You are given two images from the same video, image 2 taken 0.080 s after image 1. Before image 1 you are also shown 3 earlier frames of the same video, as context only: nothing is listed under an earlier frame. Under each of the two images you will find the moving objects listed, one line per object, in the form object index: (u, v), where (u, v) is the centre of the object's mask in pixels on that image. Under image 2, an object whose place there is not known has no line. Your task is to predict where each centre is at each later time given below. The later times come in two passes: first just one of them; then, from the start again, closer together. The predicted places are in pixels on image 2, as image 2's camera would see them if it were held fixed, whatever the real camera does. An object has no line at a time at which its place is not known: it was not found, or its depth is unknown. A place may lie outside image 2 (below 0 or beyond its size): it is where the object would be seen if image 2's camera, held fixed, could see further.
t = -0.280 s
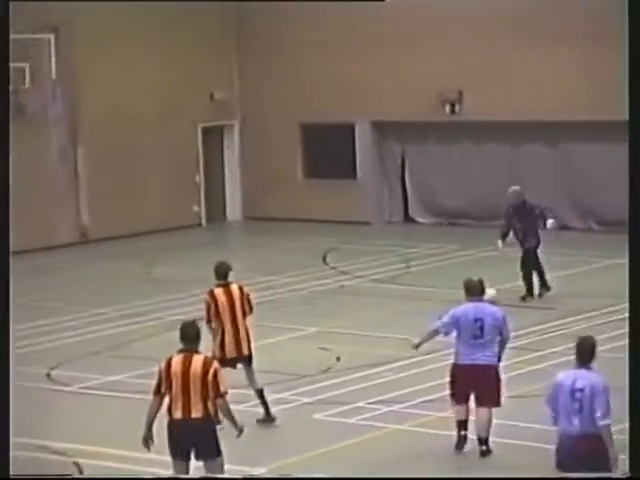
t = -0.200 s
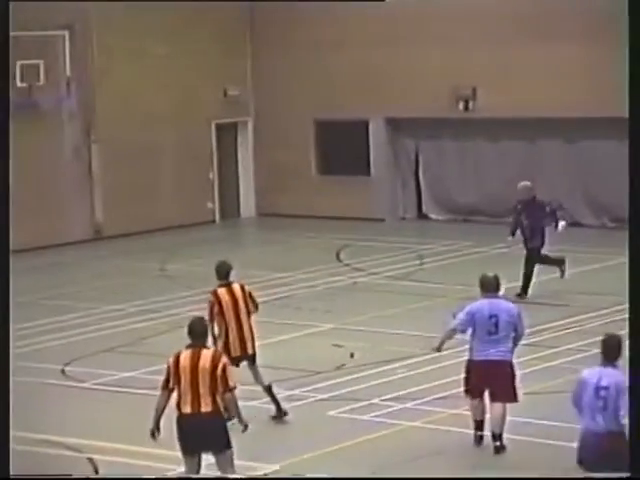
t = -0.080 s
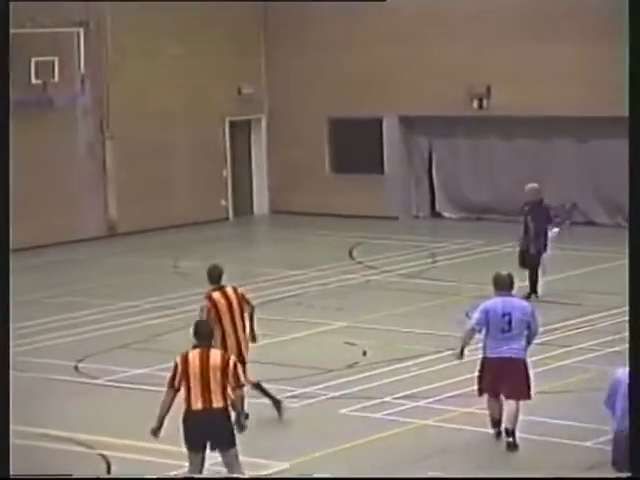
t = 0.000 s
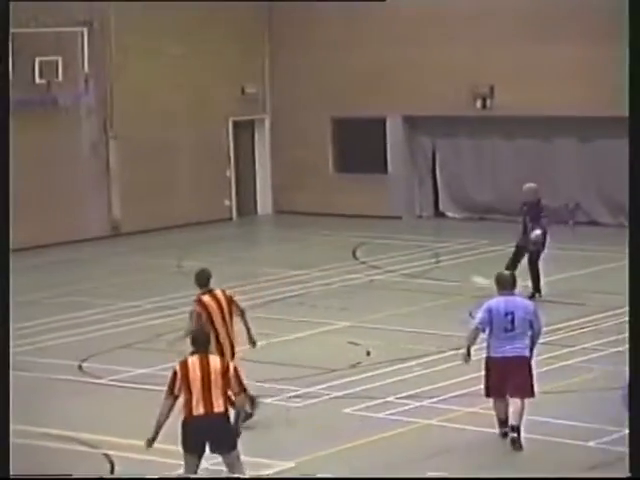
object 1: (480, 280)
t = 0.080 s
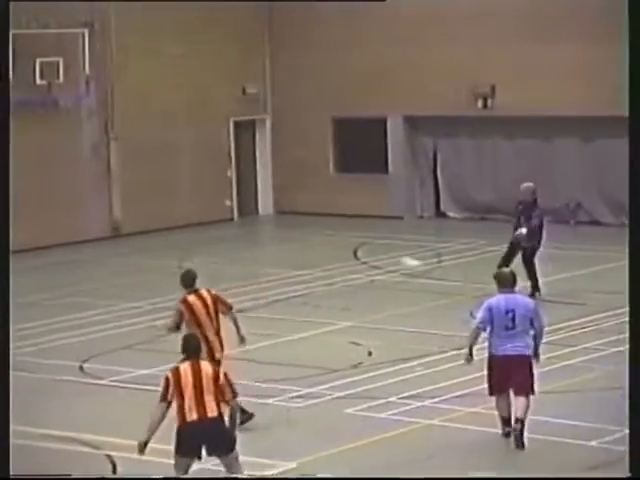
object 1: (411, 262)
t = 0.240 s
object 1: (265, 232)
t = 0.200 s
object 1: (303, 239)
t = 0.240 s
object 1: (265, 232)
